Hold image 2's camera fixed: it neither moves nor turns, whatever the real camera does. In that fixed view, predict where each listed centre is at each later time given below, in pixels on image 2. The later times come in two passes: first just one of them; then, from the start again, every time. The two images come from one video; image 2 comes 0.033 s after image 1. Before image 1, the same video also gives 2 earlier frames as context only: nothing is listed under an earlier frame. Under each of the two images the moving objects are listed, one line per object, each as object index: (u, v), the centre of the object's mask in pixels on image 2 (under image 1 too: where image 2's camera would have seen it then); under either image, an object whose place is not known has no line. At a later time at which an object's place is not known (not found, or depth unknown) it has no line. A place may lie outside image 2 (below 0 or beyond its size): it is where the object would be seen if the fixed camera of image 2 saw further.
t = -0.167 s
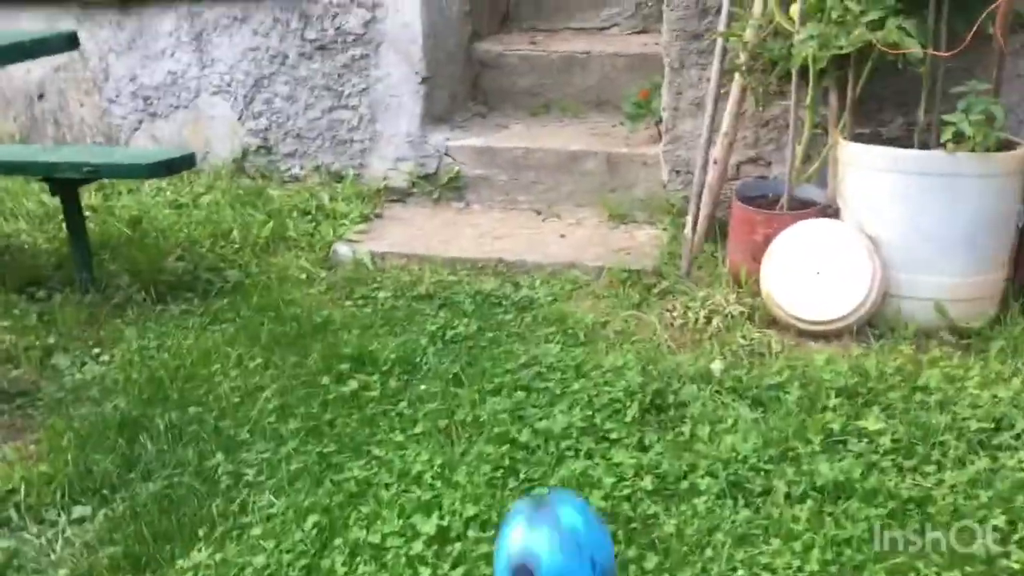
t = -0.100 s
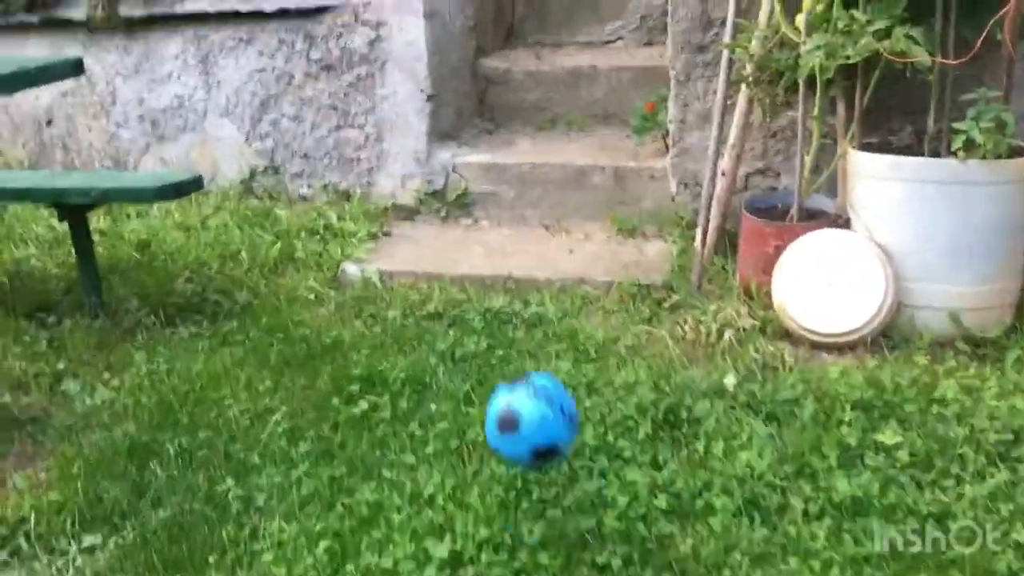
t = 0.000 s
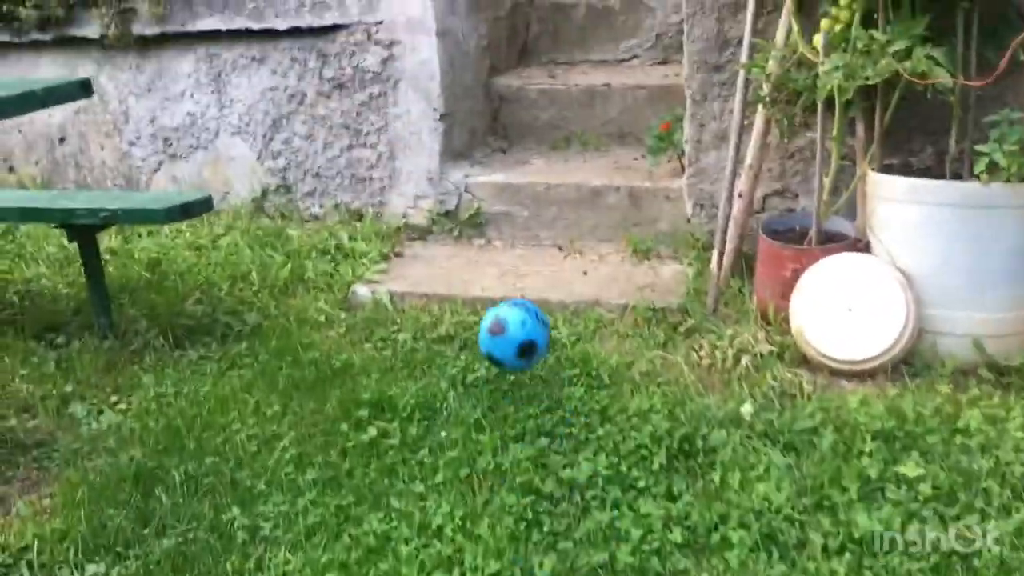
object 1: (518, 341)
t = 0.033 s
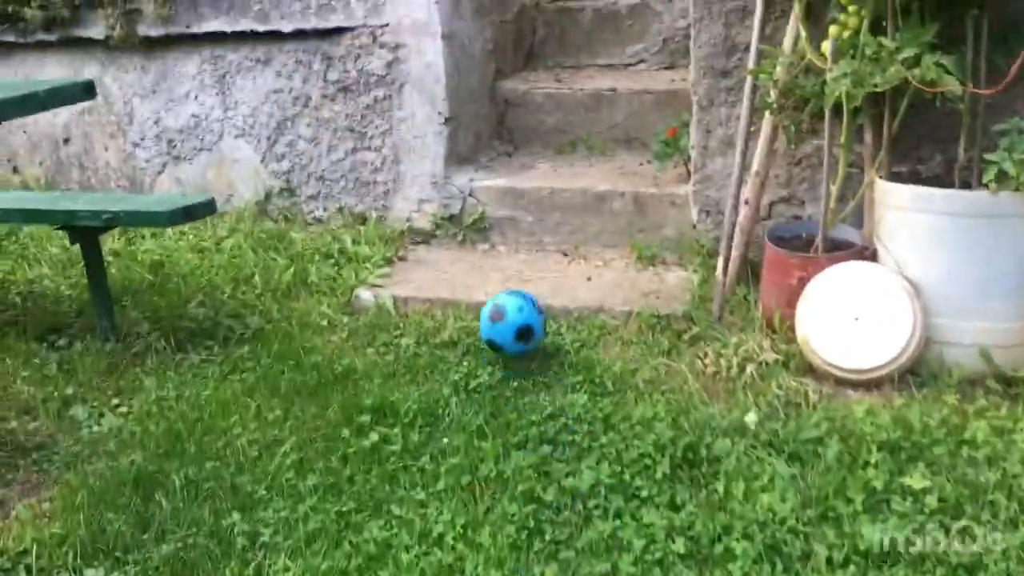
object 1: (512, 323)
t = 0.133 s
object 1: (471, 267)
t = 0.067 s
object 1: (509, 311)
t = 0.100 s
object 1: (492, 288)
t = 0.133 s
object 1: (471, 267)
